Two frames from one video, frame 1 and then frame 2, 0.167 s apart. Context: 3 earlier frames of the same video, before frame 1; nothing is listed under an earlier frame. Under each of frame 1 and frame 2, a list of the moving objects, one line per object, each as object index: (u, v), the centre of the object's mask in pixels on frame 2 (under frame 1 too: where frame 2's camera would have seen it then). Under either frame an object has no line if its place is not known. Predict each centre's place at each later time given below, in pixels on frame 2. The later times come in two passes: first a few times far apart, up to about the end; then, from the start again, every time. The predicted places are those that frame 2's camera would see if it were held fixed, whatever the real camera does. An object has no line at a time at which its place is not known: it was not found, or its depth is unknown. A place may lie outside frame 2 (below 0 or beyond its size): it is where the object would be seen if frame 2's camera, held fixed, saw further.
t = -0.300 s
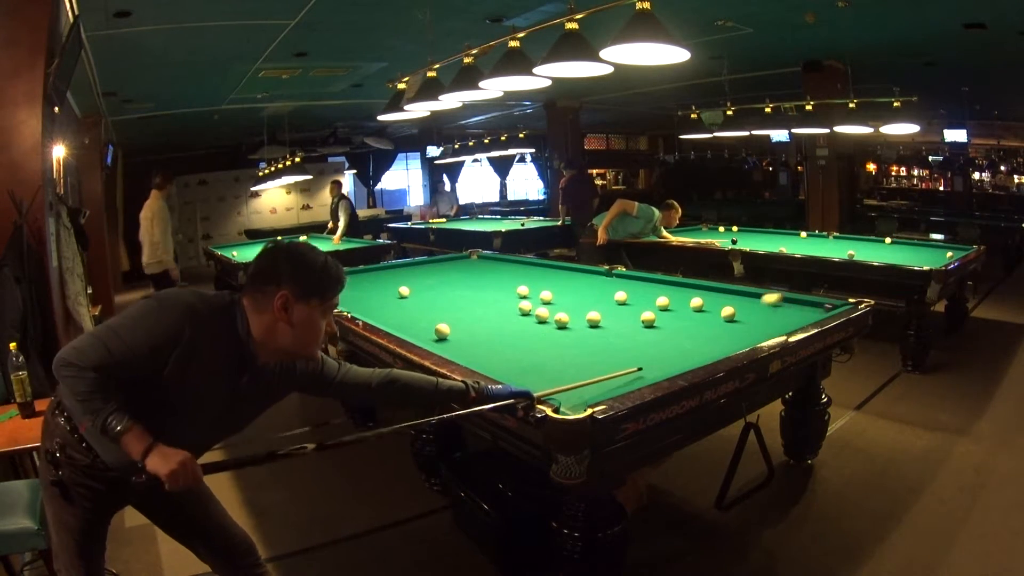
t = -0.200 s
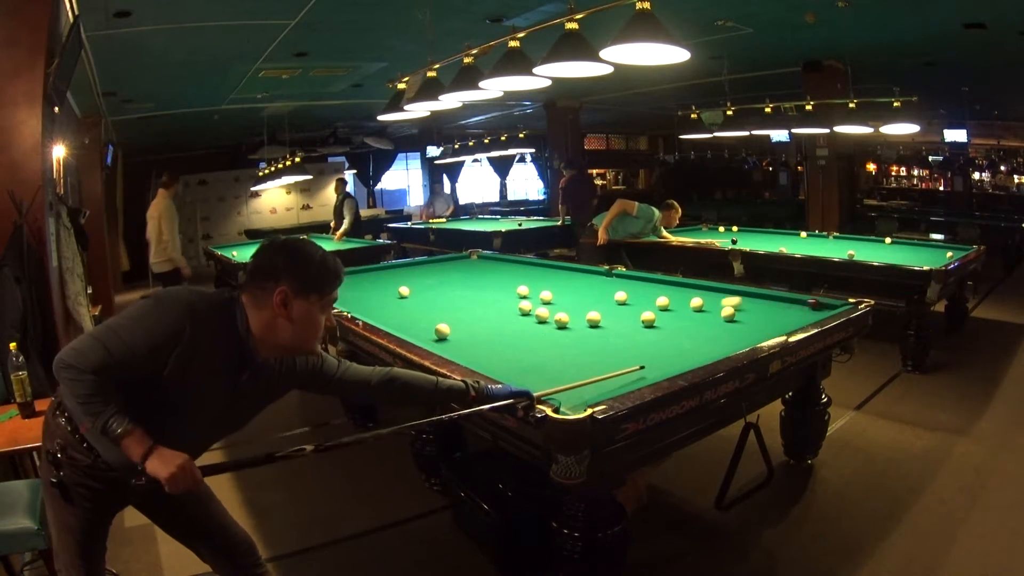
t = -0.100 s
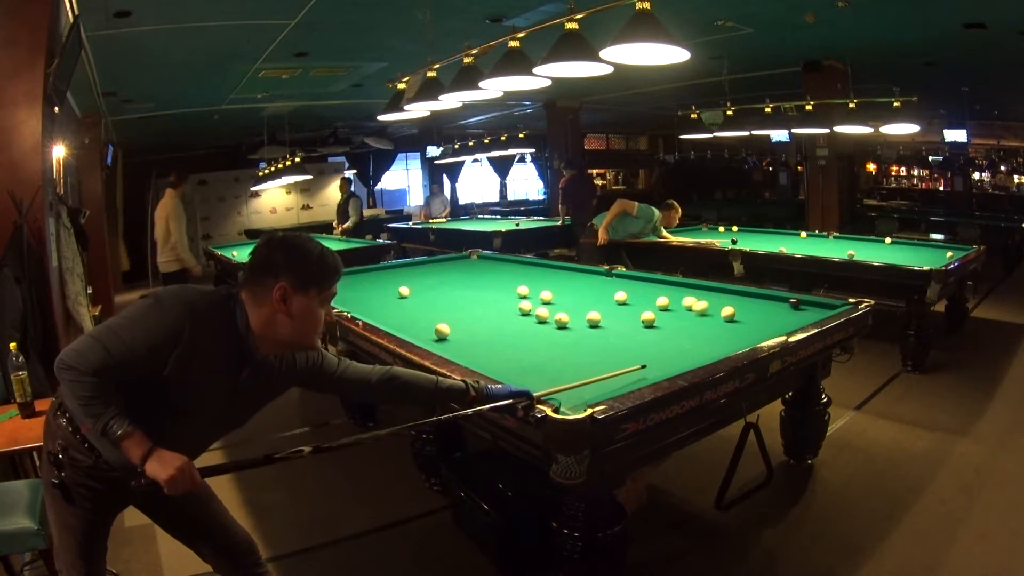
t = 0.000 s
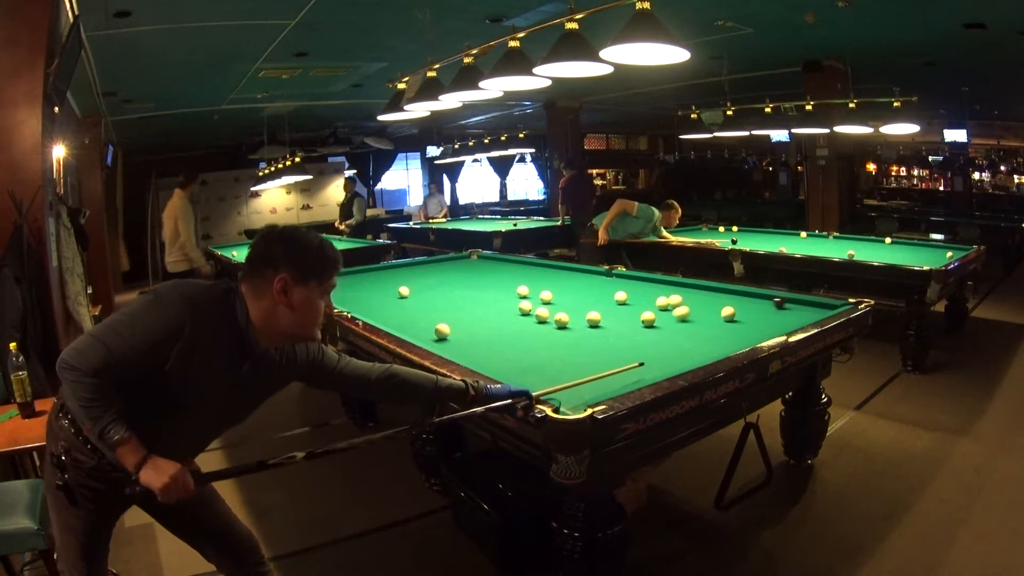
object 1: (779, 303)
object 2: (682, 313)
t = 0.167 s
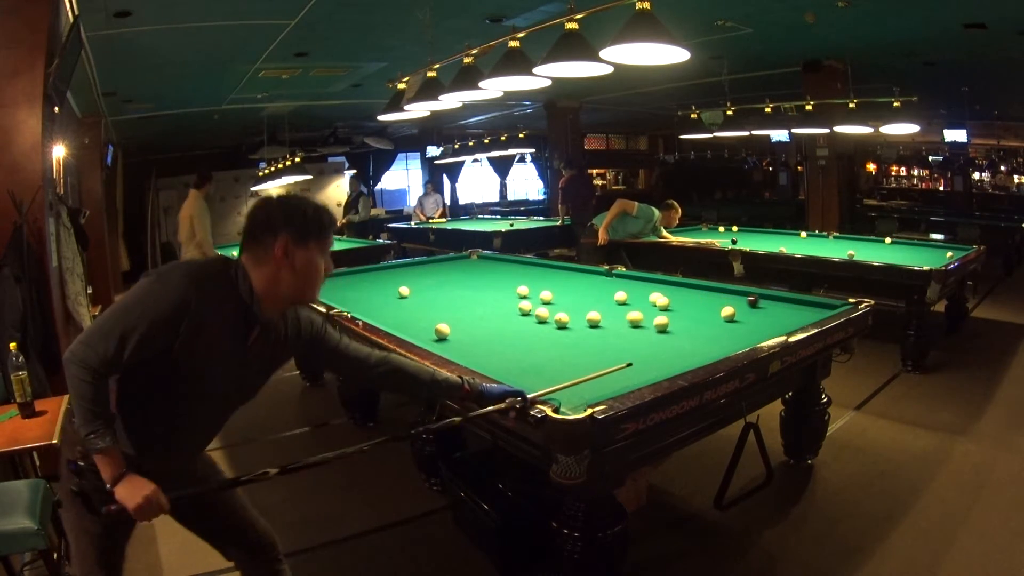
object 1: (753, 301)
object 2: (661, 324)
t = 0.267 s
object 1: (737, 301)
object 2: (655, 330)
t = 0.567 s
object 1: (691, 299)
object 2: (634, 354)
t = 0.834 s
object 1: (653, 297)
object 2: (610, 380)
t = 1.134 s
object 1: (620, 293)
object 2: (570, 396)
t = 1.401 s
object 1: (596, 291)
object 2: (589, 388)
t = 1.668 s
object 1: (576, 289)
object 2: (606, 380)
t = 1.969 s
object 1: (555, 286)
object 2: (623, 373)
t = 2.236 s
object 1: (538, 284)
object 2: (636, 366)
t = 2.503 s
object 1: (523, 281)
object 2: (647, 361)
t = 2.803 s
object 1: (507, 280)
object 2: (659, 356)
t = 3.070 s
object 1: (494, 278)
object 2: (668, 352)
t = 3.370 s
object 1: (482, 276)
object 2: (677, 348)
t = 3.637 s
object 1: (471, 275)
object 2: (685, 344)
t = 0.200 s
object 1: (747, 301)
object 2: (659, 326)
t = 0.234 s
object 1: (742, 301)
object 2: (657, 328)
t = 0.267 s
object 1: (737, 301)
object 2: (655, 330)
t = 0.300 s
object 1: (732, 300)
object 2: (653, 333)
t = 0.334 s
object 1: (727, 300)
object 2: (651, 335)
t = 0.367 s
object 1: (722, 300)
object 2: (649, 337)
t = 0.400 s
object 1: (716, 300)
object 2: (647, 340)
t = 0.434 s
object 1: (711, 300)
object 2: (644, 343)
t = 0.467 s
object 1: (706, 299)
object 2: (642, 345)
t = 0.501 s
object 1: (701, 299)
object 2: (640, 348)
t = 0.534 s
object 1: (696, 299)
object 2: (637, 351)
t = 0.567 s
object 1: (691, 299)
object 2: (634, 354)
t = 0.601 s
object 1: (687, 299)
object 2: (632, 357)
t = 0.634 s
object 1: (682, 298)
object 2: (629, 360)
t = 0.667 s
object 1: (677, 298)
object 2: (626, 363)
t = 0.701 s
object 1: (672, 298)
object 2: (623, 366)
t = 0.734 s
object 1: (669, 297)
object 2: (620, 370)
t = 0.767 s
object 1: (663, 294)
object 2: (616, 373)
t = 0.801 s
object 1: (657, 295)
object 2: (613, 377)
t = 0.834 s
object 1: (653, 297)
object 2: (610, 380)
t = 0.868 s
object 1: (648, 297)
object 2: (606, 383)
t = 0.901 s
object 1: (644, 297)
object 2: (603, 386)
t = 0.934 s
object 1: (639, 297)
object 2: (599, 388)
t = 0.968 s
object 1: (635, 296)
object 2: (593, 391)
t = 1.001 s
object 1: (631, 296)
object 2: (585, 395)
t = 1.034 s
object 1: (629, 296)
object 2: (577, 396)
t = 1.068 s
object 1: (626, 295)
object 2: (570, 397)
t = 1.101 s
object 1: (624, 294)
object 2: (567, 396)
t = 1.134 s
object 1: (620, 293)
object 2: (570, 396)
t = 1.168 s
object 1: (617, 292)
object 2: (572, 395)
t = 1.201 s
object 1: (613, 291)
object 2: (575, 395)
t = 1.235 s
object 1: (610, 291)
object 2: (577, 393)
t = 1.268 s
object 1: (607, 291)
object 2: (580, 392)
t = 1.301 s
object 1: (604, 291)
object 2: (582, 391)
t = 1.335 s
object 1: (601, 291)
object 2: (584, 390)
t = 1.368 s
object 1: (599, 291)
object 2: (586, 389)
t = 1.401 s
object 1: (596, 291)
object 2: (589, 388)
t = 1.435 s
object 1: (594, 291)
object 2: (591, 387)
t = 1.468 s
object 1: (591, 291)
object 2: (593, 386)
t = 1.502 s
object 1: (588, 291)
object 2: (596, 385)
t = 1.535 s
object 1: (586, 290)
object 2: (598, 384)
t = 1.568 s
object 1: (583, 290)
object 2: (600, 383)
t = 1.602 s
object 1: (581, 289)
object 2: (602, 382)
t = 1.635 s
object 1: (578, 289)
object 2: (604, 381)
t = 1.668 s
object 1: (576, 289)
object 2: (606, 380)
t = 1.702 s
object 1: (574, 288)
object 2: (608, 380)
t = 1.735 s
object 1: (571, 288)
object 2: (610, 379)
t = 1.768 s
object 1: (569, 288)
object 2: (612, 378)
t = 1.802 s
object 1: (566, 287)
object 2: (614, 377)
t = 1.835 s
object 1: (564, 287)
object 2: (616, 376)
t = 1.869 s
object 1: (562, 287)
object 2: (618, 376)
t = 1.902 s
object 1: (559, 287)
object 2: (619, 374)
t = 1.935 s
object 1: (557, 286)
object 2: (621, 373)
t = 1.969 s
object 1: (555, 286)
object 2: (623, 373)
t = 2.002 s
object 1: (553, 285)
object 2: (625, 372)
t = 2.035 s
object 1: (551, 285)
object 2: (626, 371)
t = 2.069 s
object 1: (549, 285)
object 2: (628, 370)
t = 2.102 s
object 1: (547, 284)
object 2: (630, 369)
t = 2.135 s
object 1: (544, 284)
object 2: (631, 369)
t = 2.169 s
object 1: (542, 284)
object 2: (633, 368)
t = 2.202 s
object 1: (540, 284)
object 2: (635, 367)
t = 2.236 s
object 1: (538, 284)
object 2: (636, 366)
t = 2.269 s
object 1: (536, 283)
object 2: (638, 366)
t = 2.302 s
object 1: (534, 283)
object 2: (639, 365)
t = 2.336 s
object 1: (533, 283)
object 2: (641, 364)
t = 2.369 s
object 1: (531, 282)
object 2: (642, 363)
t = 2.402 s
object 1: (529, 282)
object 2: (643, 363)
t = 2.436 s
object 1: (527, 282)
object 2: (645, 362)
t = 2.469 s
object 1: (525, 281)
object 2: (646, 362)
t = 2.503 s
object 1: (523, 281)
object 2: (647, 361)
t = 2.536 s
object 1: (521, 281)
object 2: (649, 360)
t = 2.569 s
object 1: (519, 281)
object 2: (650, 360)
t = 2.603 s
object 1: (518, 281)
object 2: (651, 359)
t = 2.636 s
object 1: (516, 281)
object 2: (653, 359)
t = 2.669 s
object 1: (514, 281)
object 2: (654, 358)
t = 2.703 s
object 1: (512, 280)
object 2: (655, 357)
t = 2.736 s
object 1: (511, 280)
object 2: (656, 357)
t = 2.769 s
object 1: (509, 280)
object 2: (658, 356)
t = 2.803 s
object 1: (507, 280)
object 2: (659, 356)
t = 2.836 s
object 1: (505, 280)
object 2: (660, 355)
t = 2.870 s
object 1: (504, 279)
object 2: (661, 355)
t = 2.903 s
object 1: (502, 279)
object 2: (662, 354)
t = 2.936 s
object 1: (501, 279)
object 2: (664, 353)
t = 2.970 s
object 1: (499, 278)
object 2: (665, 353)
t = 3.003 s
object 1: (498, 278)
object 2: (666, 352)
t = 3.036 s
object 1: (496, 278)
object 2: (667, 352)
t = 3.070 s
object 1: (494, 278)
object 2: (668, 352)
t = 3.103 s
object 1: (493, 278)
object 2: (669, 351)
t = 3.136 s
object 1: (492, 278)
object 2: (670, 351)
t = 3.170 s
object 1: (490, 277)
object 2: (671, 350)
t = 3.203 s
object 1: (489, 277)
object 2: (672, 350)
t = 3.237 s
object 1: (487, 277)
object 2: (673, 349)
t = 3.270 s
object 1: (486, 277)
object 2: (674, 349)
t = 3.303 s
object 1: (484, 277)
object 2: (675, 348)
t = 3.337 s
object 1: (483, 277)
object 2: (676, 348)
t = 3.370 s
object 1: (482, 276)
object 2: (677, 348)
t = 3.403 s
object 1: (480, 276)
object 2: (678, 347)
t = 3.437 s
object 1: (479, 276)
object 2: (679, 347)
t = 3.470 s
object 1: (478, 276)
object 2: (680, 346)
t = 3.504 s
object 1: (476, 276)
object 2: (681, 346)
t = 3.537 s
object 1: (475, 275)
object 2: (682, 345)
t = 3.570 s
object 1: (474, 275)
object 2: (683, 345)
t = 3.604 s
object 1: (472, 275)
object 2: (684, 345)
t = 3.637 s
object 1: (471, 275)
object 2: (685, 344)
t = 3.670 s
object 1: (470, 275)
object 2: (685, 344)
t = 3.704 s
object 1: (469, 275)
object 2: (686, 344)
